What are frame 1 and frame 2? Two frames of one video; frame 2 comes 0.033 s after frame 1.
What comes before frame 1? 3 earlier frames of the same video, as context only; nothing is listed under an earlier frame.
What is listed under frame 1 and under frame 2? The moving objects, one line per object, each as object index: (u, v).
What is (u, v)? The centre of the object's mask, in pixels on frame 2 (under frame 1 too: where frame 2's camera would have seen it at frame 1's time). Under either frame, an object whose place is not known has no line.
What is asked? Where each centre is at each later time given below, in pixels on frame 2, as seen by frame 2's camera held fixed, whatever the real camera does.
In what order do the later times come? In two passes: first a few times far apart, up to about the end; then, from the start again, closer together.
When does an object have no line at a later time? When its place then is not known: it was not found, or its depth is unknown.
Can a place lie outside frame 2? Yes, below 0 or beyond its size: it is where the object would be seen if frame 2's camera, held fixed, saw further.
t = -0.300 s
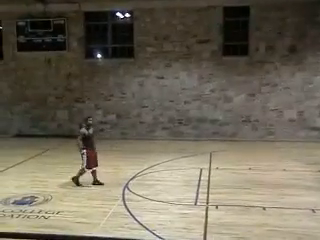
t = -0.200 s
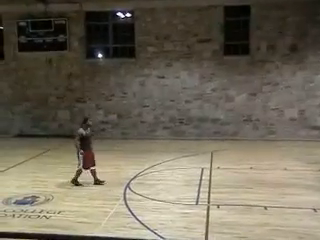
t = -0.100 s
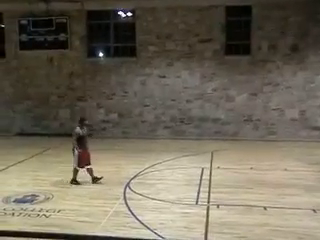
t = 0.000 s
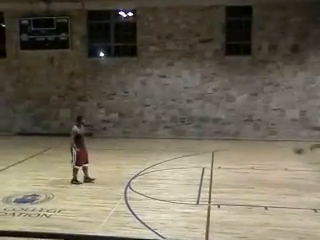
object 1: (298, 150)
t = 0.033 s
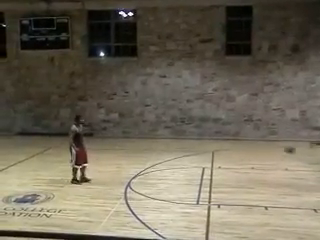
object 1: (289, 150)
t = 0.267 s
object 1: (227, 157)
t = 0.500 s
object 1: (171, 175)
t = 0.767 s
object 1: (122, 159)
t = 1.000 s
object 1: (79, 168)
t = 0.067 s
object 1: (280, 149)
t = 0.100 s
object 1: (270, 149)
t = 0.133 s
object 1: (262, 150)
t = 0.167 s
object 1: (254, 151)
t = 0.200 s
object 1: (244, 153)
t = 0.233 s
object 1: (235, 155)
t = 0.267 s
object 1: (227, 157)
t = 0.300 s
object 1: (219, 160)
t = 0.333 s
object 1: (210, 162)
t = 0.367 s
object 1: (201, 166)
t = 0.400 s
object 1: (193, 170)
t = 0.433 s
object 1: (184, 174)
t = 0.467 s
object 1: (176, 178)
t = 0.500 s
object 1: (171, 175)
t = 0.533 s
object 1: (164, 171)
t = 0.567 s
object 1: (158, 168)
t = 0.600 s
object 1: (153, 166)
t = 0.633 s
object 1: (147, 163)
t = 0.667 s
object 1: (141, 162)
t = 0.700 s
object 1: (134, 160)
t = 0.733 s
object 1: (128, 159)
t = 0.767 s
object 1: (122, 159)
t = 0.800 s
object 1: (116, 159)
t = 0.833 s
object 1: (110, 159)
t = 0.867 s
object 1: (103, 160)
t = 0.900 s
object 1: (97, 161)
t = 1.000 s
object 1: (79, 168)
